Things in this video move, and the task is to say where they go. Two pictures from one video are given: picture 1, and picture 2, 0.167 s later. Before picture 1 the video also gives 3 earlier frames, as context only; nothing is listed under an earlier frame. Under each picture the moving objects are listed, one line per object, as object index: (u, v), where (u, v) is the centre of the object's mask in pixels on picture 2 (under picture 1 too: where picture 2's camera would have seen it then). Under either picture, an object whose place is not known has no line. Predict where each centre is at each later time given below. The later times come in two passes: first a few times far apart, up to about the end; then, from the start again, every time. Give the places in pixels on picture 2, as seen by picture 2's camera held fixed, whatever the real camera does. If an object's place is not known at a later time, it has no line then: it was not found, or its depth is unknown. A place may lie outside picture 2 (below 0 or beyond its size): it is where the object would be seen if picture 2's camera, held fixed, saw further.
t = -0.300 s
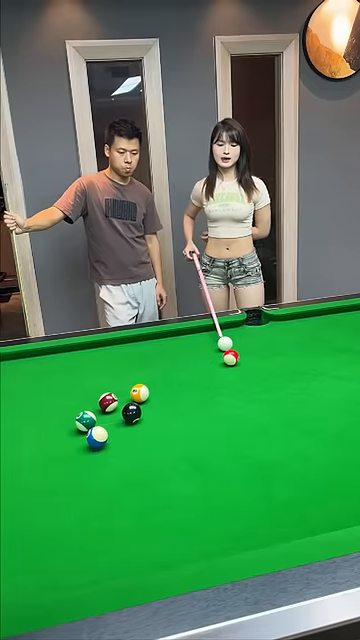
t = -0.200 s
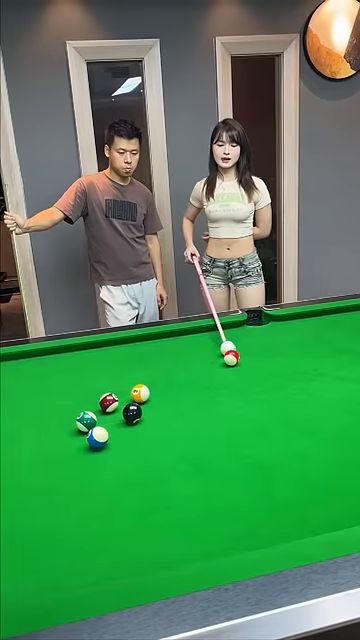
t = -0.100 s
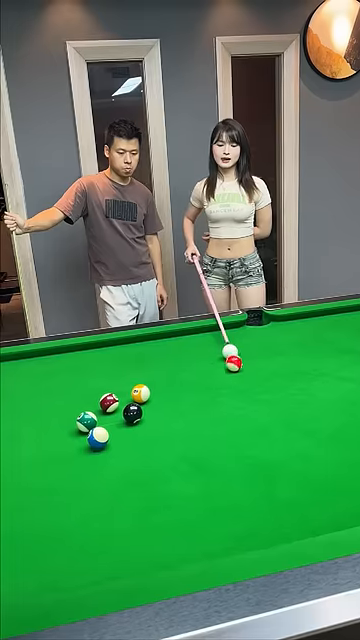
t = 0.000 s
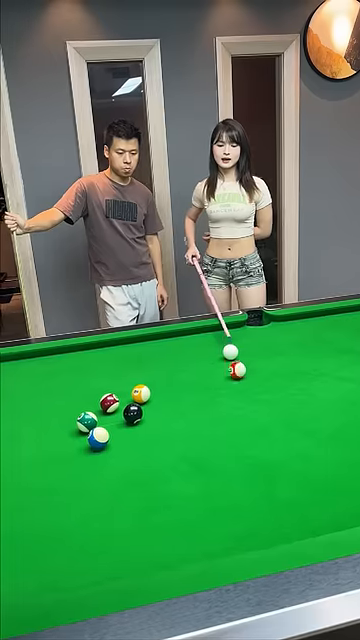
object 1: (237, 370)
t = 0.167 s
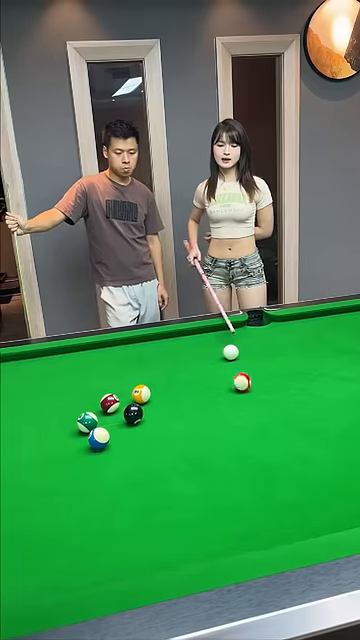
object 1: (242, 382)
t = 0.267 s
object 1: (245, 390)
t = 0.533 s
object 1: (254, 412)
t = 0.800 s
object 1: (265, 438)
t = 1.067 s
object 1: (276, 467)
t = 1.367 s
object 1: (292, 505)
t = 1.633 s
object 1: (297, 528)
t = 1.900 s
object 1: (276, 506)
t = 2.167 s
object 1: (258, 488)
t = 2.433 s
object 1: (243, 474)
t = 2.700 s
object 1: (230, 462)
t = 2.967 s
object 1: (219, 452)
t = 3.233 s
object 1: (209, 445)
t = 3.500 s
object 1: (202, 439)
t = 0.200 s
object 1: (243, 385)
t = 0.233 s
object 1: (244, 387)
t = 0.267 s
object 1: (245, 390)
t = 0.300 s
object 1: (246, 392)
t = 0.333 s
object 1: (248, 394)
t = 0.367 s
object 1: (249, 398)
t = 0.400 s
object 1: (249, 400)
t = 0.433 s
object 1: (251, 403)
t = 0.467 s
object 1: (252, 406)
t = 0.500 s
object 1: (253, 409)
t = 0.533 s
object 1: (254, 412)
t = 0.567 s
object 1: (256, 415)
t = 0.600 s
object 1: (257, 417)
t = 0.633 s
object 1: (258, 421)
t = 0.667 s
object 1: (260, 424)
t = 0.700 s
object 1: (261, 427)
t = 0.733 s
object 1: (262, 431)
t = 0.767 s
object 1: (263, 435)
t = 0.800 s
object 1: (265, 438)
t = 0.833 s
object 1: (266, 441)
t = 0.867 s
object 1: (268, 445)
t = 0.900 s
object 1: (269, 448)
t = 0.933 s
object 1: (270, 451)
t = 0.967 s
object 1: (272, 456)
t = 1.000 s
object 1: (273, 459)
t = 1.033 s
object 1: (275, 463)
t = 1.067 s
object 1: (276, 467)
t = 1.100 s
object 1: (278, 471)
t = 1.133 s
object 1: (280, 476)
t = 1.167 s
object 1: (281, 480)
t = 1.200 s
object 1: (283, 483)
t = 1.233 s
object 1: (285, 487)
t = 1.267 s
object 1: (286, 491)
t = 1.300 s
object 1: (288, 496)
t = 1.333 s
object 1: (290, 500)
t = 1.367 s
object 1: (292, 505)
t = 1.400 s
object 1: (293, 509)
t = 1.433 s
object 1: (295, 514)
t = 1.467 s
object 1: (296, 519)
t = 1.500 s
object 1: (299, 523)
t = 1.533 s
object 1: (300, 527)
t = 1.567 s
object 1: (302, 530)
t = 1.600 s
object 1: (300, 530)
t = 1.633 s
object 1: (297, 528)
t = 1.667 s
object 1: (294, 526)
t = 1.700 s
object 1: (292, 524)
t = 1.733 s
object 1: (289, 520)
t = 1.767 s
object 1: (286, 517)
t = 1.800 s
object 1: (284, 515)
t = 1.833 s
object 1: (281, 512)
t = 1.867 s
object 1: (279, 510)
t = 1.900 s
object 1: (276, 506)
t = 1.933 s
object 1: (274, 504)
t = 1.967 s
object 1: (271, 502)
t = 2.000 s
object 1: (269, 499)
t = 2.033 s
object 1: (267, 497)
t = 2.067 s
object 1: (265, 495)
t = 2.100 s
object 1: (262, 493)
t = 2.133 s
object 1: (260, 490)
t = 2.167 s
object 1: (258, 488)
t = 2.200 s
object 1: (256, 486)
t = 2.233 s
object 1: (255, 484)
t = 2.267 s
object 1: (253, 483)
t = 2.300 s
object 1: (251, 481)
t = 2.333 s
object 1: (249, 479)
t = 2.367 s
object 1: (247, 477)
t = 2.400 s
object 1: (245, 475)
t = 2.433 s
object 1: (243, 474)
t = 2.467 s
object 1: (242, 472)
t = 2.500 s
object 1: (240, 470)
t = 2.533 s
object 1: (238, 469)
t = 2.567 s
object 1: (237, 467)
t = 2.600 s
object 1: (235, 466)
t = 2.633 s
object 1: (233, 464)
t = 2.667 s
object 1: (232, 463)
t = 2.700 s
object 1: (230, 462)
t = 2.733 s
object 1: (229, 460)
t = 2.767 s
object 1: (227, 459)
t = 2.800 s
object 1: (226, 458)
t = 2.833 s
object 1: (224, 457)
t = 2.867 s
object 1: (223, 456)
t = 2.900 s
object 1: (221, 455)
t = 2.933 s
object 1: (220, 454)
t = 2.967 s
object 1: (219, 452)
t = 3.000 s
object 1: (217, 451)
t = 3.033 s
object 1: (216, 450)
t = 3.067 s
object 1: (215, 450)
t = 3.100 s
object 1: (214, 448)
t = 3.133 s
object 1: (212, 448)
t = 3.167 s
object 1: (211, 447)
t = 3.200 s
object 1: (210, 446)
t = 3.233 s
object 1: (209, 445)
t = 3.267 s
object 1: (208, 444)
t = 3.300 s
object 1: (207, 443)
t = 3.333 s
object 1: (206, 443)
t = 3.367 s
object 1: (205, 442)
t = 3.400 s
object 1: (204, 441)
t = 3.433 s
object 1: (203, 441)
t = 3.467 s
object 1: (203, 440)
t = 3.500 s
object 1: (202, 439)
